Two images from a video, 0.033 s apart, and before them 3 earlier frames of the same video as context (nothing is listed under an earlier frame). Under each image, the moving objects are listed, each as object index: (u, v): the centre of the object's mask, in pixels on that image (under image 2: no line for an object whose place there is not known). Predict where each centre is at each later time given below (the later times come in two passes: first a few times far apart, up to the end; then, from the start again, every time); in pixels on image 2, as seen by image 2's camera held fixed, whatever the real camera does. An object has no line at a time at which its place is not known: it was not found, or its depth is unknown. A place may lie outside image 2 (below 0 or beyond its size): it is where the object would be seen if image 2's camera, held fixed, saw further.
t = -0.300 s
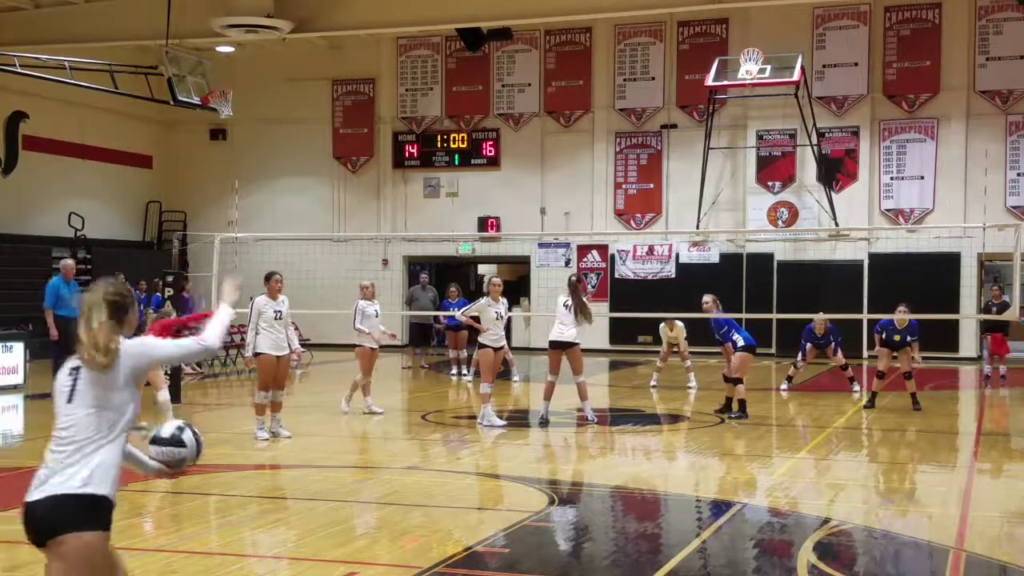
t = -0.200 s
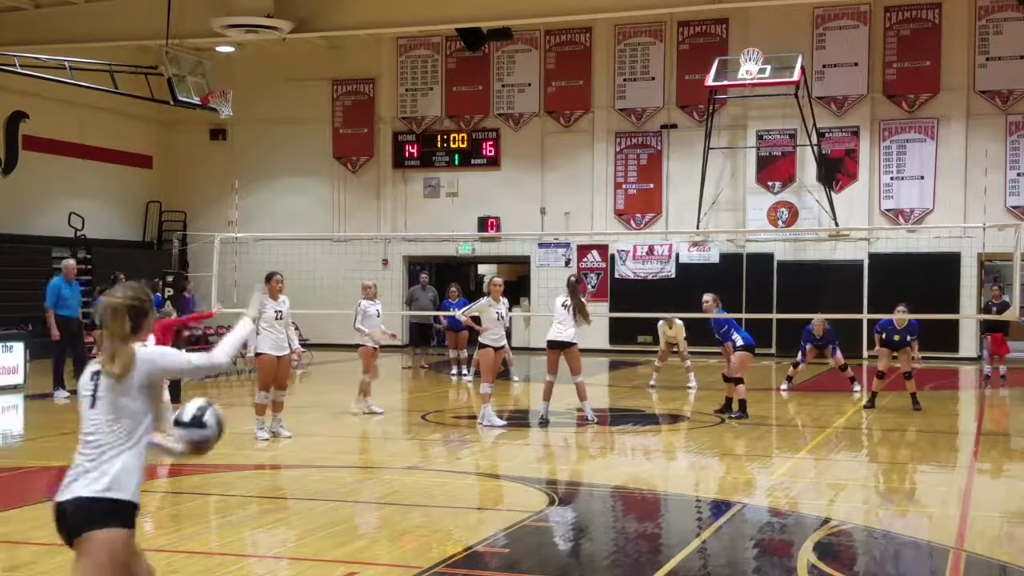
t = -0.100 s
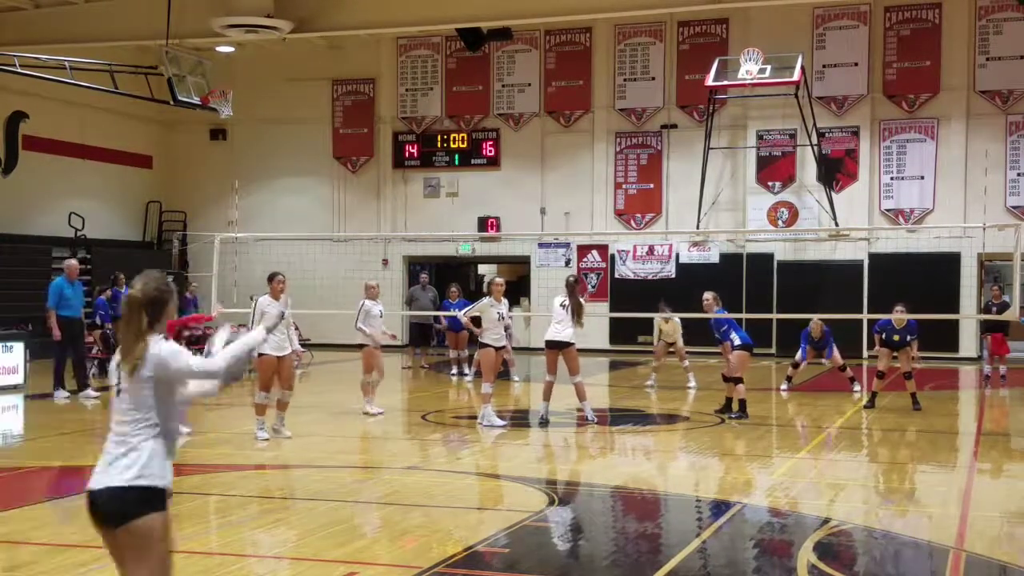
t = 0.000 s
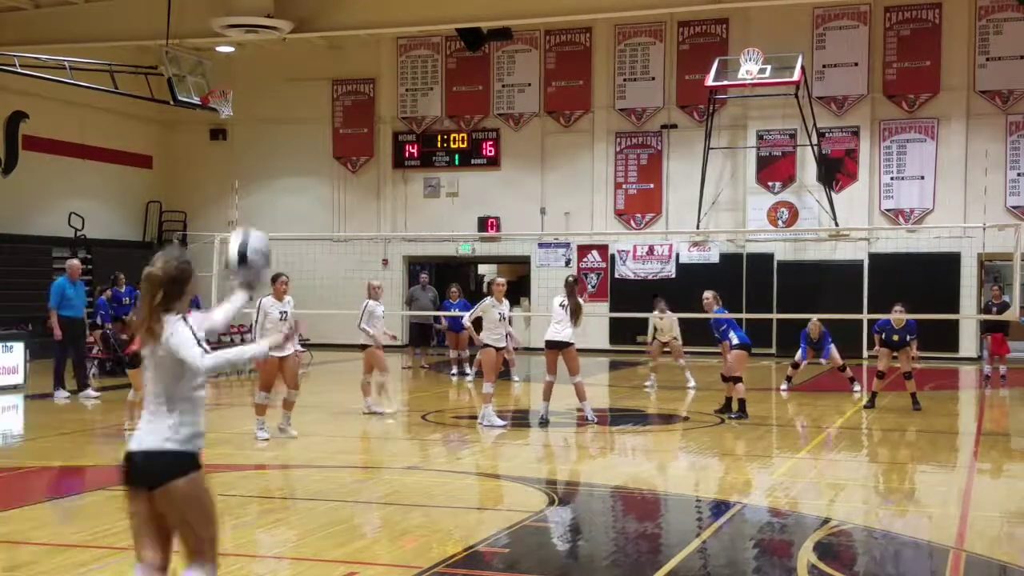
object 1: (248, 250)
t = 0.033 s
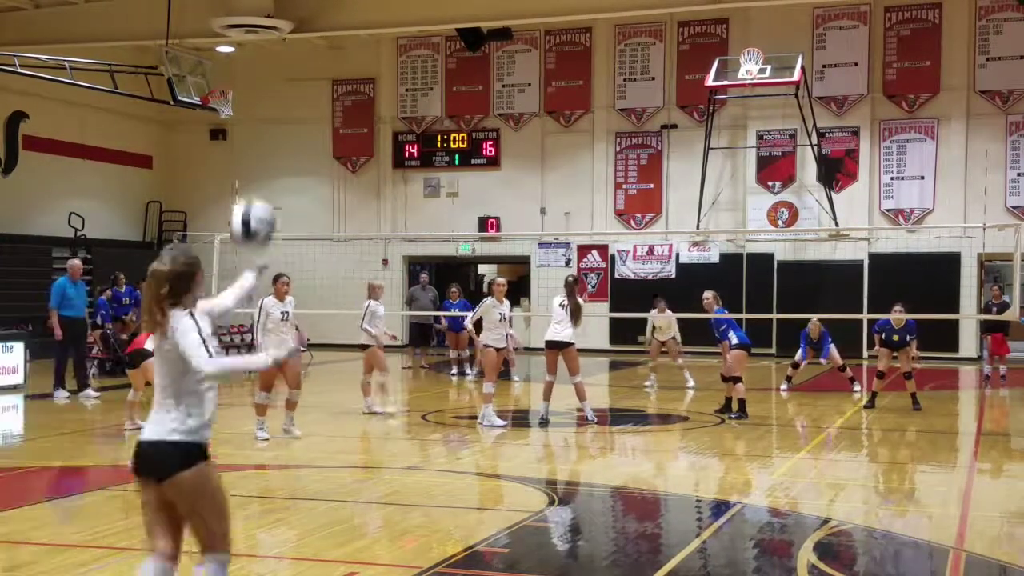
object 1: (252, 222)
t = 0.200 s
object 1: (271, 115)
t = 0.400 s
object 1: (295, 76)
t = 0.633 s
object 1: (322, 133)
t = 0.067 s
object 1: (257, 194)
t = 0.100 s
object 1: (259, 170)
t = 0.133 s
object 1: (263, 149)
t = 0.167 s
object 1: (267, 131)
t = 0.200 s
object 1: (271, 115)
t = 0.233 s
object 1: (275, 102)
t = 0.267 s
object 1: (280, 92)
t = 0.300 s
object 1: (283, 85)
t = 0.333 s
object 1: (288, 80)
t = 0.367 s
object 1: (292, 77)
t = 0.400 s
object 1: (295, 76)
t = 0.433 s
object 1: (298, 78)
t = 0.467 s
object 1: (303, 80)
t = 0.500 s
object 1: (307, 87)
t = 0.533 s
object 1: (310, 96)
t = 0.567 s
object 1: (314, 106)
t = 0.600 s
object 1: (318, 119)
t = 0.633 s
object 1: (322, 133)
